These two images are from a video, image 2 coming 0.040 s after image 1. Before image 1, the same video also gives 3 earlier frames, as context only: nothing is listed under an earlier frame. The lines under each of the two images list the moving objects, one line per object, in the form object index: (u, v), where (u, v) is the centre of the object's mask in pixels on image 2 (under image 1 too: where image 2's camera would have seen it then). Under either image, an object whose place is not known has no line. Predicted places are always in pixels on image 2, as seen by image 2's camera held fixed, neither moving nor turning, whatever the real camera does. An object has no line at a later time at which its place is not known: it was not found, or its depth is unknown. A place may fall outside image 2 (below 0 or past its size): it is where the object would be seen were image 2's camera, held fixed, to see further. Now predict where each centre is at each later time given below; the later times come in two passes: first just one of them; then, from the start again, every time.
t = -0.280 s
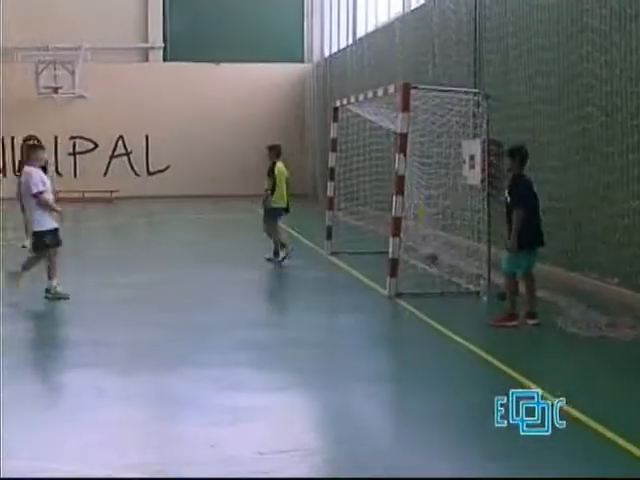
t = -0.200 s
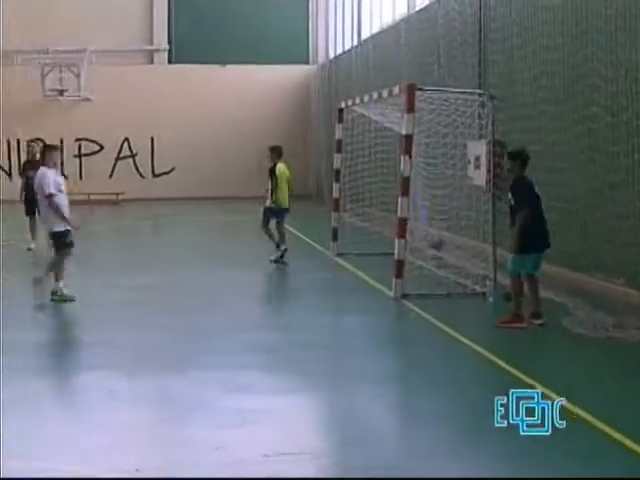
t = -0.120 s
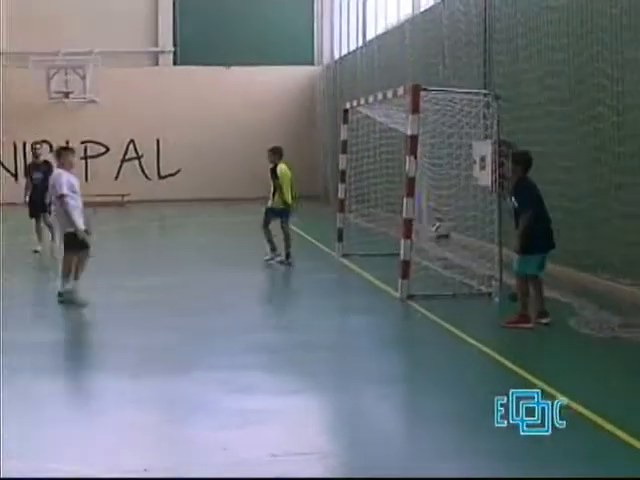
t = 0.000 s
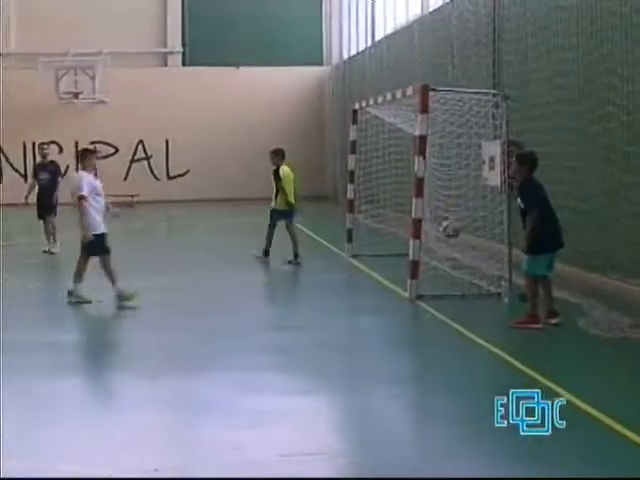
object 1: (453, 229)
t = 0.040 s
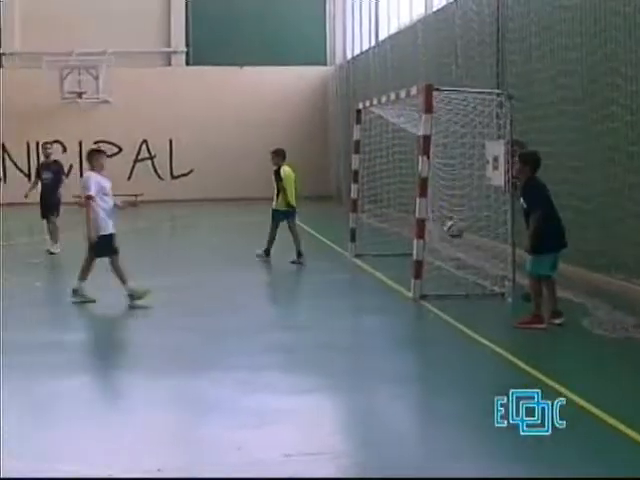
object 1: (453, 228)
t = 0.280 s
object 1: (455, 262)
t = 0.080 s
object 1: (452, 231)
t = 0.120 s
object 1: (451, 234)
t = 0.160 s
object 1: (452, 241)
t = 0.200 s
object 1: (453, 246)
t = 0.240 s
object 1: (453, 254)
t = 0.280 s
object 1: (455, 262)
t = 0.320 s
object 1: (455, 267)
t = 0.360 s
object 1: (453, 261)
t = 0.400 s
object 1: (452, 253)
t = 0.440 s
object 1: (453, 251)
